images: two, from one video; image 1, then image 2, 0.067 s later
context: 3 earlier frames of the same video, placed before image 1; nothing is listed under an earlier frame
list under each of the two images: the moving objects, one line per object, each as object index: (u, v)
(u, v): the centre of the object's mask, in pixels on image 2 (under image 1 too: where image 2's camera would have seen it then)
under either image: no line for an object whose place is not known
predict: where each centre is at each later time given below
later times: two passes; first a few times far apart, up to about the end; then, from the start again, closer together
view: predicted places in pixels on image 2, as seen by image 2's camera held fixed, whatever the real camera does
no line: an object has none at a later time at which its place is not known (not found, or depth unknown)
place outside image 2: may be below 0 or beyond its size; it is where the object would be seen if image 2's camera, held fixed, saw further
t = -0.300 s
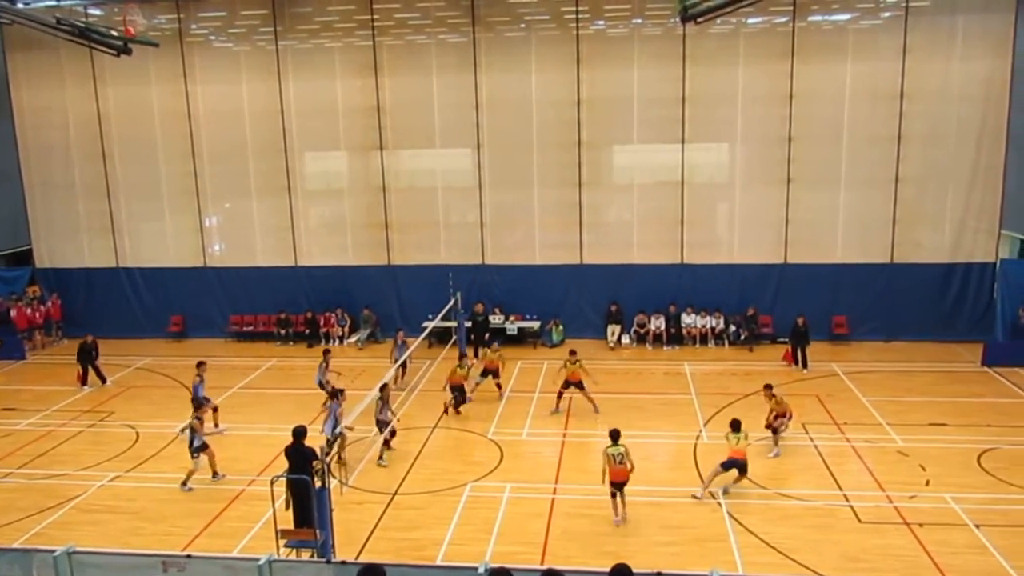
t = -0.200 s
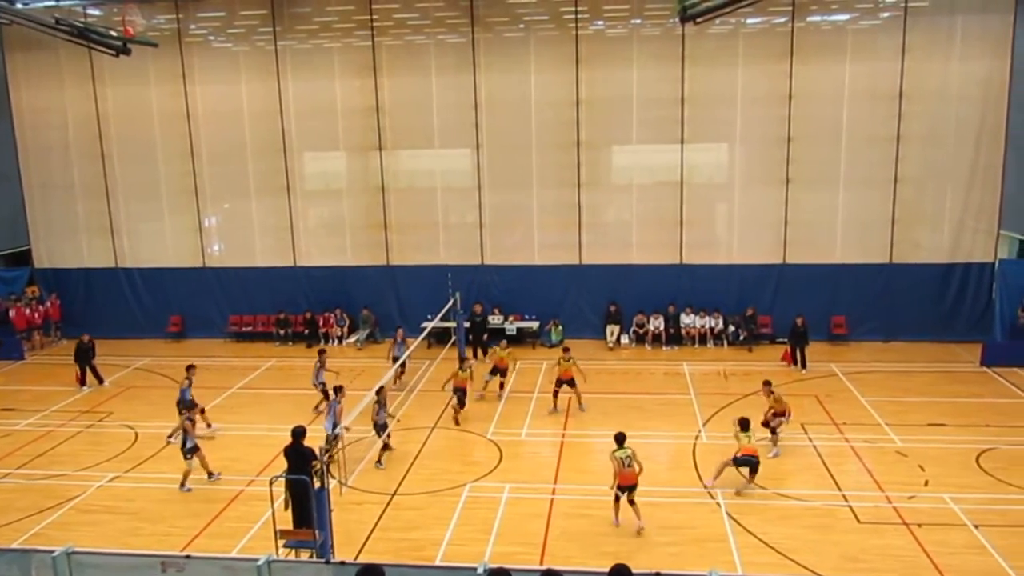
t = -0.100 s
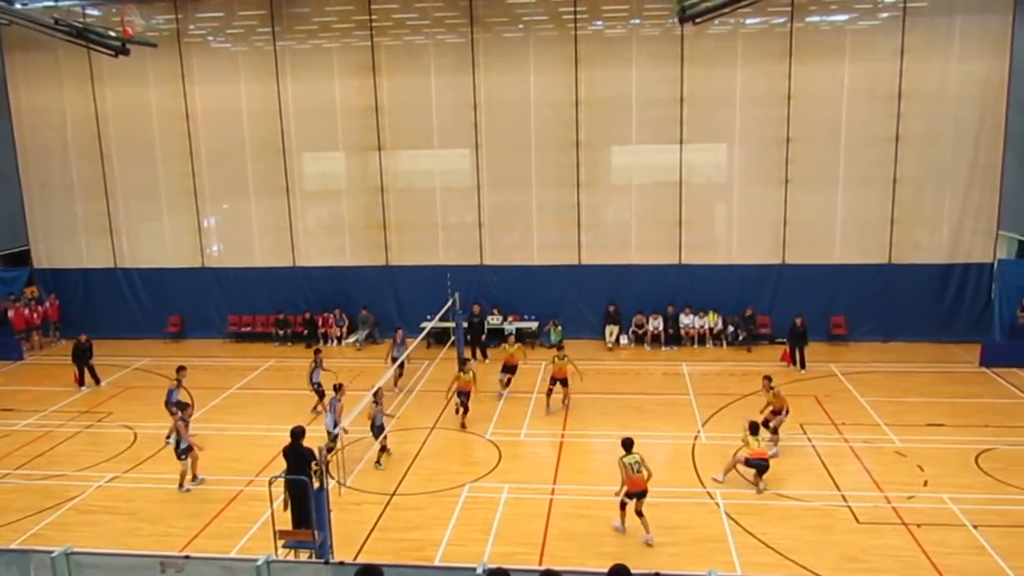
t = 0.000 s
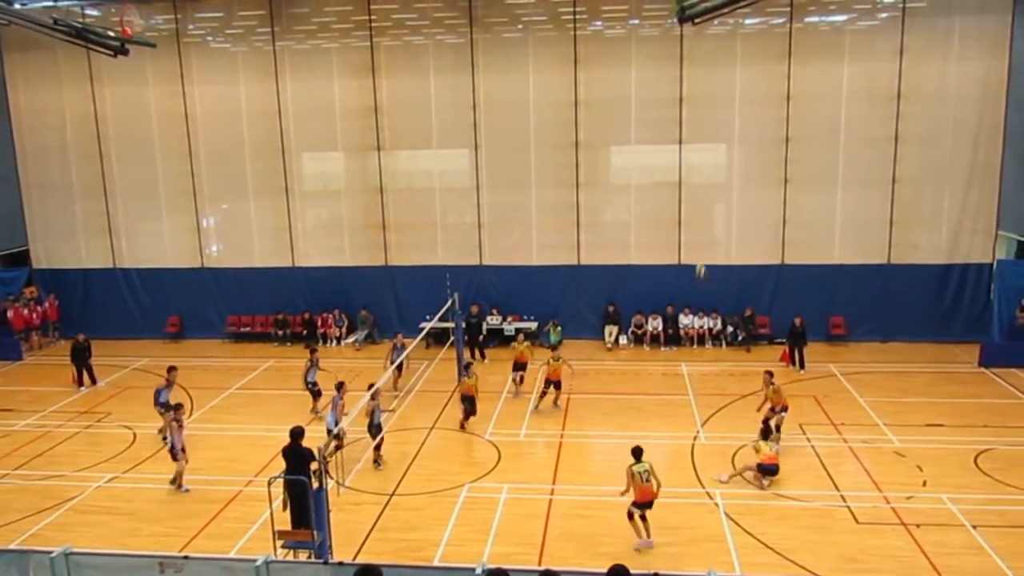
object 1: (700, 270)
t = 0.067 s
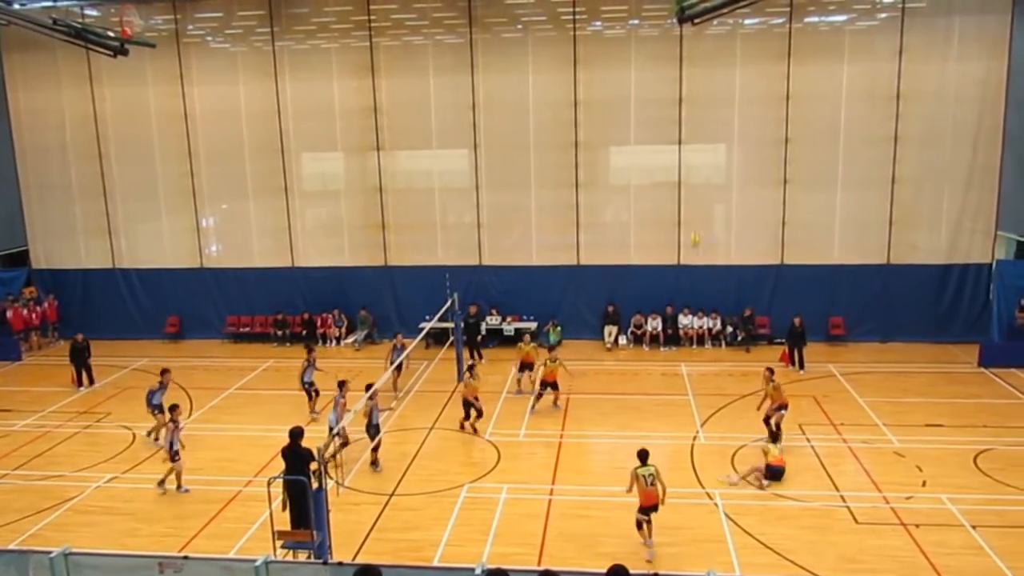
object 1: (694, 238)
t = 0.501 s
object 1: (649, 103)
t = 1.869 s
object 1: (528, 280)
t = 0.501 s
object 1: (649, 103)
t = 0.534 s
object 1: (646, 97)
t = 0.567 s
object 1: (642, 92)
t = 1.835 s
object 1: (530, 268)
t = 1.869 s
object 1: (528, 280)
